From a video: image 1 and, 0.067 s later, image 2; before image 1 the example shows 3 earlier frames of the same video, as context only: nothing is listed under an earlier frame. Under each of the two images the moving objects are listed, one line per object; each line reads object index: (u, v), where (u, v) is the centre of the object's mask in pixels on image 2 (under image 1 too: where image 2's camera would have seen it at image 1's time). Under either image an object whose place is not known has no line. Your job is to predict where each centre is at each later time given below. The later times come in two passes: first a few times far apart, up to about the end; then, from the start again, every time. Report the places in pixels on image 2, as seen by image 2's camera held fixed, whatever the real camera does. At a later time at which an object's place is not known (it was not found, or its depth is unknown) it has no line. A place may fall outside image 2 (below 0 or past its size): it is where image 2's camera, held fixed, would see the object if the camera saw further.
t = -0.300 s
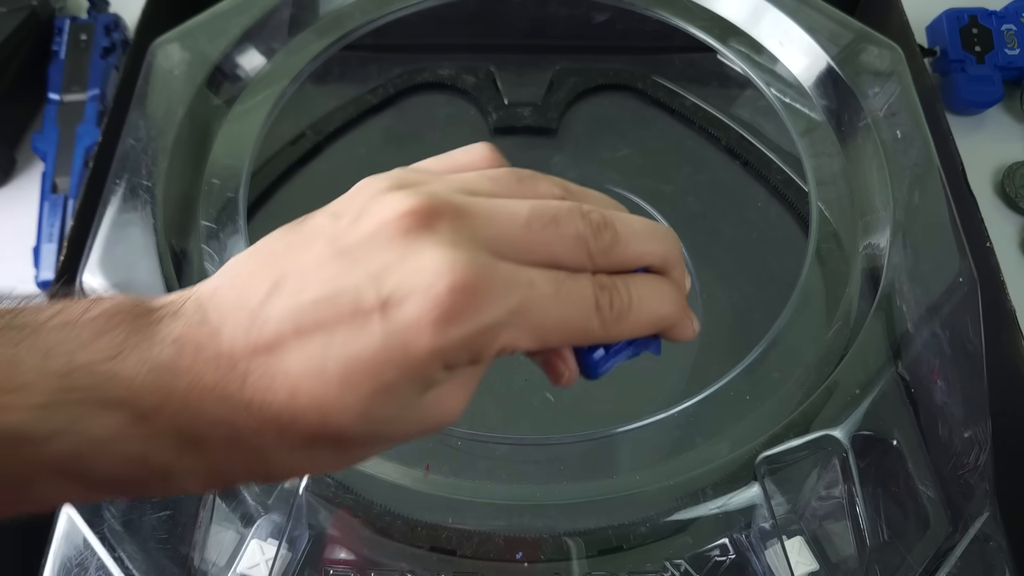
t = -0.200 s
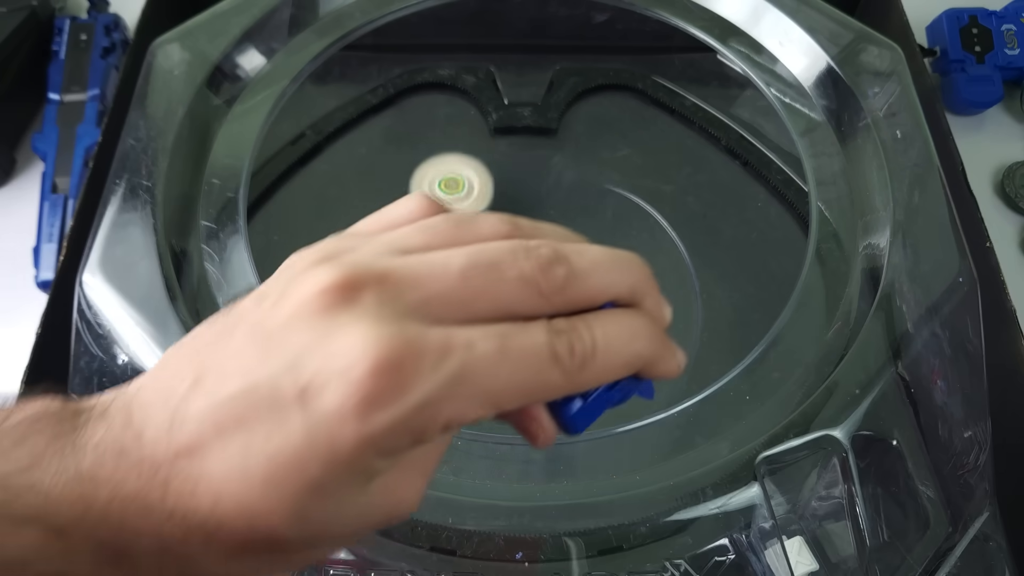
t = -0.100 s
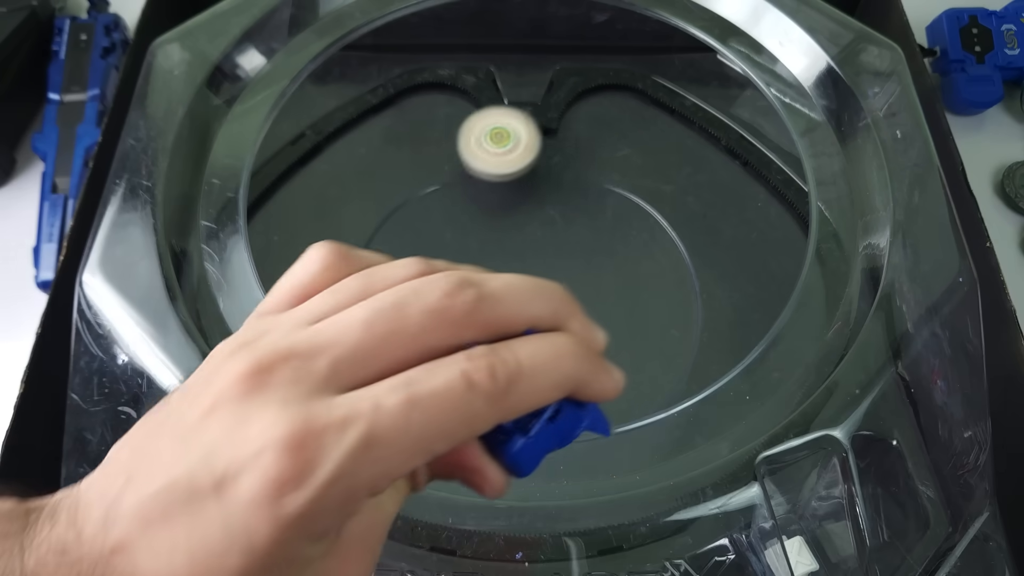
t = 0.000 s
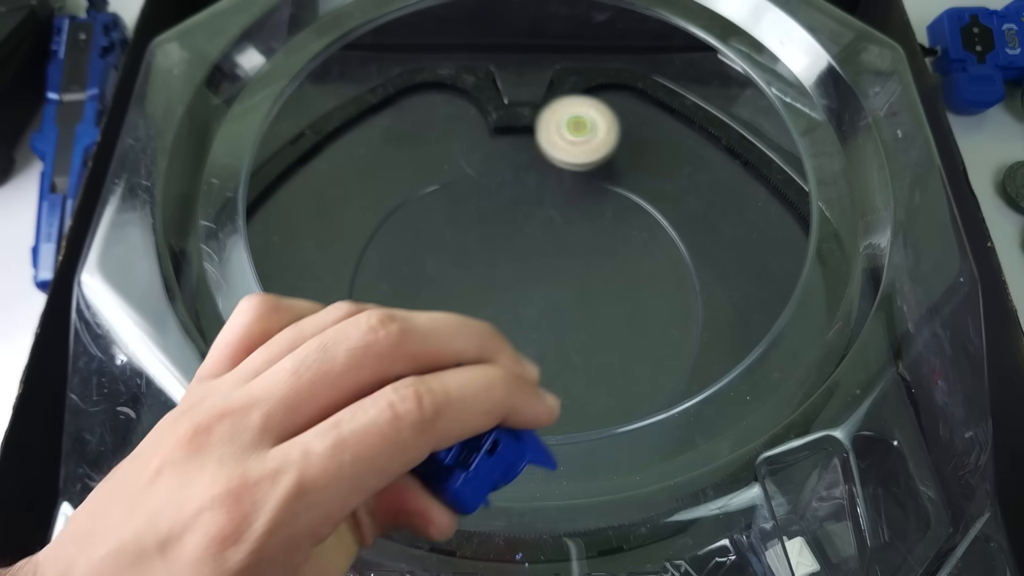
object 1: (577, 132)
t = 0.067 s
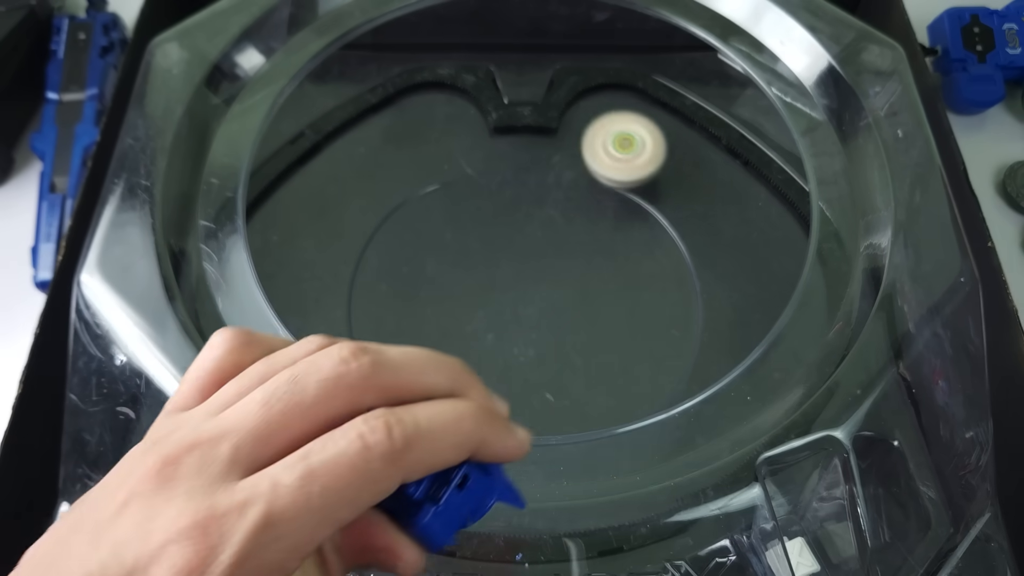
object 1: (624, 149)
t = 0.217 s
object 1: (664, 252)
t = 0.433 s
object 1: (489, 396)
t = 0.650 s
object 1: (358, 233)
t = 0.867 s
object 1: (466, 116)
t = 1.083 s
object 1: (614, 249)
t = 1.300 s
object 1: (500, 436)
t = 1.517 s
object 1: (359, 272)
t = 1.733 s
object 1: (540, 189)
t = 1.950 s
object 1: (680, 345)
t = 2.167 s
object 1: (462, 424)
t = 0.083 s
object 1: (632, 156)
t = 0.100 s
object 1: (639, 164)
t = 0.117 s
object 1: (644, 172)
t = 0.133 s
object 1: (649, 182)
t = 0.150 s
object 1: (653, 194)
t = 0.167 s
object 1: (656, 207)
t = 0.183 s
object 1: (660, 221)
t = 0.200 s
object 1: (663, 236)
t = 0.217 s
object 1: (664, 252)
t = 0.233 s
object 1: (664, 269)
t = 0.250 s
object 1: (661, 285)
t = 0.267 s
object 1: (656, 302)
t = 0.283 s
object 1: (648, 318)
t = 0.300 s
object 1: (638, 334)
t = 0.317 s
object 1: (626, 349)
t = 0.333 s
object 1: (610, 362)
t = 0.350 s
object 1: (594, 374)
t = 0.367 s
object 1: (575, 384)
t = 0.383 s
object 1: (555, 390)
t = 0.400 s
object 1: (534, 395)
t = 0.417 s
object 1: (512, 396)
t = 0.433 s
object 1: (489, 396)
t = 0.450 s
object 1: (467, 393)
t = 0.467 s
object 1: (446, 389)
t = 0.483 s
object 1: (425, 382)
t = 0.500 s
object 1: (405, 373)
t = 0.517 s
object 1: (388, 365)
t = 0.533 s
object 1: (370, 353)
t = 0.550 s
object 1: (360, 339)
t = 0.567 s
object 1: (355, 322)
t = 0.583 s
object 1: (352, 305)
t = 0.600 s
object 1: (349, 287)
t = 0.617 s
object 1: (349, 268)
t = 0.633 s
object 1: (353, 250)
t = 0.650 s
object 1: (358, 233)
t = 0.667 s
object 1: (366, 217)
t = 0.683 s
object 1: (374, 201)
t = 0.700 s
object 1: (381, 189)
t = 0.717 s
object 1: (387, 176)
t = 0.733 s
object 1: (394, 165)
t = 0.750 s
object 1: (401, 156)
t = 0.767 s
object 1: (408, 147)
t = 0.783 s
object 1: (416, 139)
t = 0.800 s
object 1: (424, 132)
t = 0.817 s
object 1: (433, 126)
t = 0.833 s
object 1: (443, 122)
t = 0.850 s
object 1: (454, 118)
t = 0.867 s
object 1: (466, 116)
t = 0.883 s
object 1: (479, 115)
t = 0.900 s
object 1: (488, 120)
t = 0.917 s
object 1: (498, 129)
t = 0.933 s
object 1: (508, 138)
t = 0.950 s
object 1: (519, 147)
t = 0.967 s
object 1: (531, 157)
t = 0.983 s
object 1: (545, 167)
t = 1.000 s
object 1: (558, 177)
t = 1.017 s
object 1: (572, 189)
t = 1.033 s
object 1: (585, 202)
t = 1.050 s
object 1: (596, 216)
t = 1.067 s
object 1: (606, 232)
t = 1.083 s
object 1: (614, 249)
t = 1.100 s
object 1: (620, 266)
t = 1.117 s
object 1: (623, 283)
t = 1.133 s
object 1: (624, 301)
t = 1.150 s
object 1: (622, 319)
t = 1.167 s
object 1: (617, 336)
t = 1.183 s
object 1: (611, 353)
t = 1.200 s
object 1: (601, 369)
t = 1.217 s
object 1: (589, 384)
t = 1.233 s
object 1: (574, 394)
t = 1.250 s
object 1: (559, 409)
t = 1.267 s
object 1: (540, 420)
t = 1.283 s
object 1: (521, 429)
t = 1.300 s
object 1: (500, 436)
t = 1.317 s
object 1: (479, 431)
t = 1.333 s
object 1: (459, 422)
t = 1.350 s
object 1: (439, 415)
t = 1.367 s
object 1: (422, 406)
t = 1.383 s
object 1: (409, 388)
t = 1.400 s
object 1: (397, 369)
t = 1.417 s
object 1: (384, 358)
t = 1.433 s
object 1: (371, 346)
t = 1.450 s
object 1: (362, 332)
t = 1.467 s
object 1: (357, 318)
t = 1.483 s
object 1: (356, 302)
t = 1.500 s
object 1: (357, 287)
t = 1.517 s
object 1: (359, 272)
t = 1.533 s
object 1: (364, 258)
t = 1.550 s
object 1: (371, 245)
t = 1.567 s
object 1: (380, 232)
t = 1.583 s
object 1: (390, 222)
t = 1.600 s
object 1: (403, 212)
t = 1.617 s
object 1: (417, 204)
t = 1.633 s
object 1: (432, 197)
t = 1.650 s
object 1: (449, 192)
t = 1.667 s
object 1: (466, 188)
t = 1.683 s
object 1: (484, 186)
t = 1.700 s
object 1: (502, 185)
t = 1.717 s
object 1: (521, 186)
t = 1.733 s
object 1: (540, 189)
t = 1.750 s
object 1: (558, 193)
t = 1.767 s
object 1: (576, 200)
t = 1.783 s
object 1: (593, 207)
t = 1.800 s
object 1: (609, 216)
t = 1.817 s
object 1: (623, 226)
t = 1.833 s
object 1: (637, 239)
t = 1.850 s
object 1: (649, 252)
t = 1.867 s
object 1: (658, 266)
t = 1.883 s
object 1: (667, 281)
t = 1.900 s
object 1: (672, 296)
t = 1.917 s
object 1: (677, 311)
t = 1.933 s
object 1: (680, 328)
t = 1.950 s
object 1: (680, 345)
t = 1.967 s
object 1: (678, 359)
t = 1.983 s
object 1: (667, 370)
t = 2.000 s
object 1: (652, 380)
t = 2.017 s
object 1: (639, 398)
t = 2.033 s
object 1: (623, 409)
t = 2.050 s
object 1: (606, 419)
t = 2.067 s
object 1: (586, 426)
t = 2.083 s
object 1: (563, 429)
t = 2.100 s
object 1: (542, 433)
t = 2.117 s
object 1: (523, 435)
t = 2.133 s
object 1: (501, 432)
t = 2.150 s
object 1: (481, 429)
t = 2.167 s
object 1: (462, 424)
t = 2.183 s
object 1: (445, 414)
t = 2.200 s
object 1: (430, 404)
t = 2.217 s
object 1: (420, 387)
